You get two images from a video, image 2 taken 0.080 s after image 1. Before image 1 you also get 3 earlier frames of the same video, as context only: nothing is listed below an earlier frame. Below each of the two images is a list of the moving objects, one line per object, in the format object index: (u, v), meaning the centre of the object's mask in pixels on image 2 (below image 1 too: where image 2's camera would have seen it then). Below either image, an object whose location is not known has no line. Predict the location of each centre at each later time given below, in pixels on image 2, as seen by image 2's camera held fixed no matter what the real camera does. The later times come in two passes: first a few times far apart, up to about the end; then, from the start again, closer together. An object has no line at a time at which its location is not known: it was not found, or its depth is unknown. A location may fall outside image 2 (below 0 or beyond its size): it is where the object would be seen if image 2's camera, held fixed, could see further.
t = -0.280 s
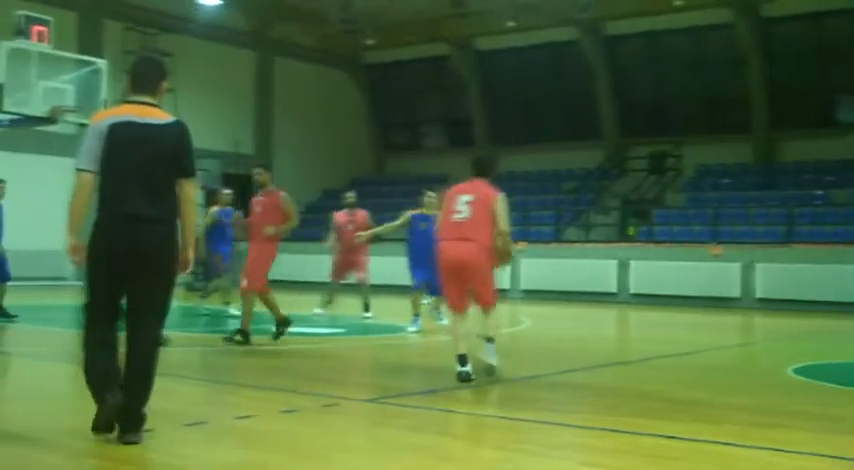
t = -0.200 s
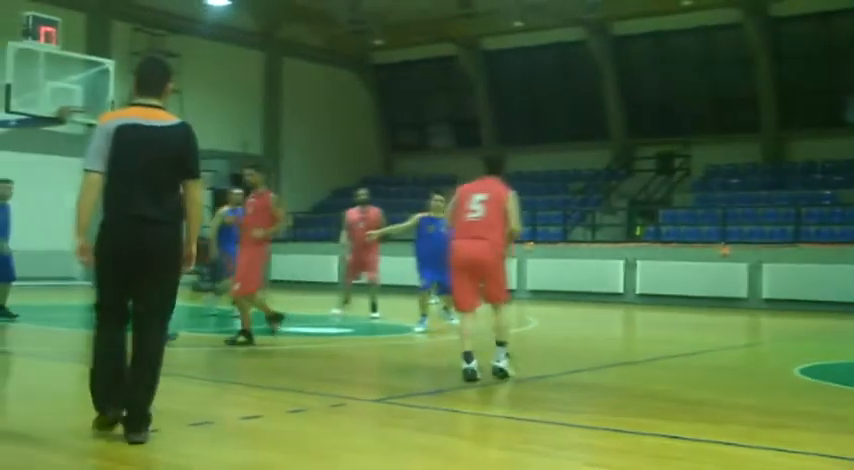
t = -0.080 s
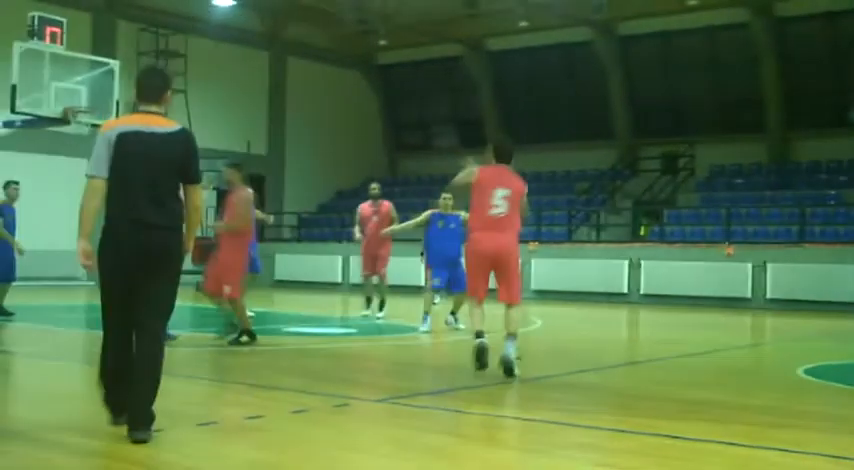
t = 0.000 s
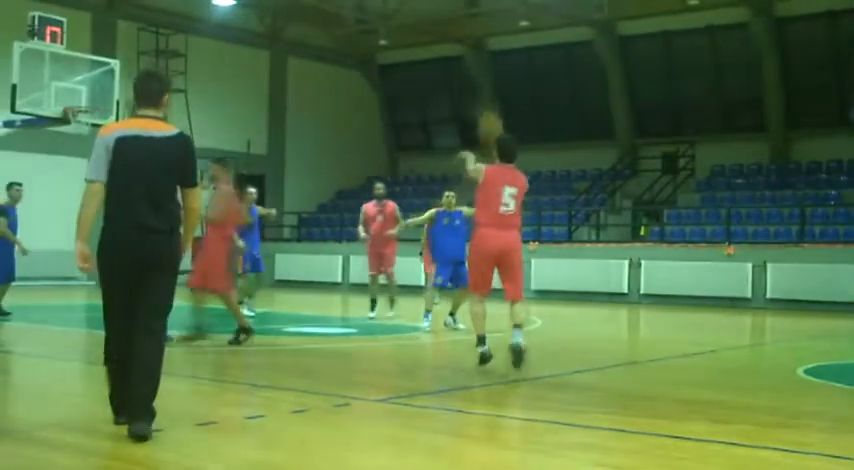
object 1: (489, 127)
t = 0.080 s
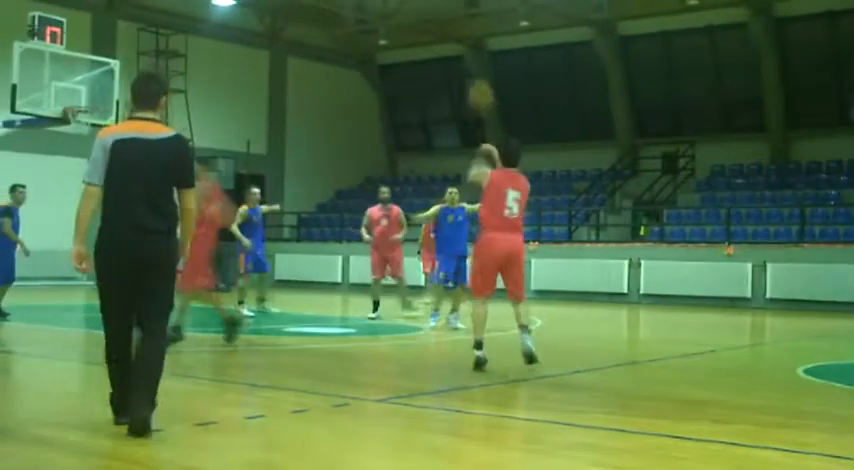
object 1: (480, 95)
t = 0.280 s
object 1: (461, 57)
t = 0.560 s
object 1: (438, 66)
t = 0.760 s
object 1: (425, 100)
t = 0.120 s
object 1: (477, 83)
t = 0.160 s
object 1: (473, 76)
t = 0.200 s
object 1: (469, 67)
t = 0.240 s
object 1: (467, 63)
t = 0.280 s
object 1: (461, 57)
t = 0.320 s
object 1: (459, 55)
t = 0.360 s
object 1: (455, 54)
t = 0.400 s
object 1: (451, 54)
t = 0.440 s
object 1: (450, 54)
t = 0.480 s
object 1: (445, 57)
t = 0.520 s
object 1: (441, 61)
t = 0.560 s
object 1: (438, 66)
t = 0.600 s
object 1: (436, 71)
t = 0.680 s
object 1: (431, 83)
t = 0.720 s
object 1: (428, 91)
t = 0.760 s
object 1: (425, 100)
